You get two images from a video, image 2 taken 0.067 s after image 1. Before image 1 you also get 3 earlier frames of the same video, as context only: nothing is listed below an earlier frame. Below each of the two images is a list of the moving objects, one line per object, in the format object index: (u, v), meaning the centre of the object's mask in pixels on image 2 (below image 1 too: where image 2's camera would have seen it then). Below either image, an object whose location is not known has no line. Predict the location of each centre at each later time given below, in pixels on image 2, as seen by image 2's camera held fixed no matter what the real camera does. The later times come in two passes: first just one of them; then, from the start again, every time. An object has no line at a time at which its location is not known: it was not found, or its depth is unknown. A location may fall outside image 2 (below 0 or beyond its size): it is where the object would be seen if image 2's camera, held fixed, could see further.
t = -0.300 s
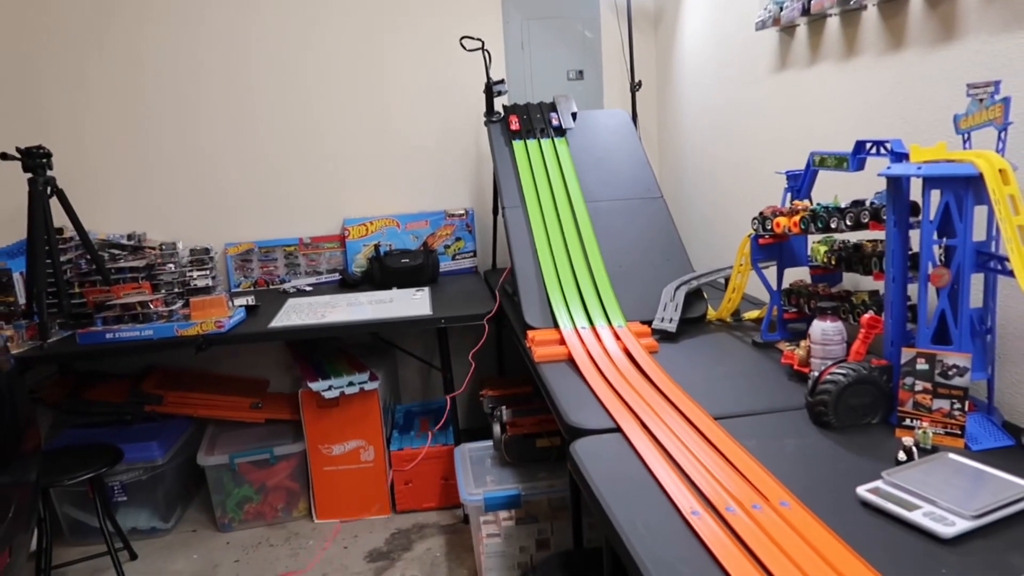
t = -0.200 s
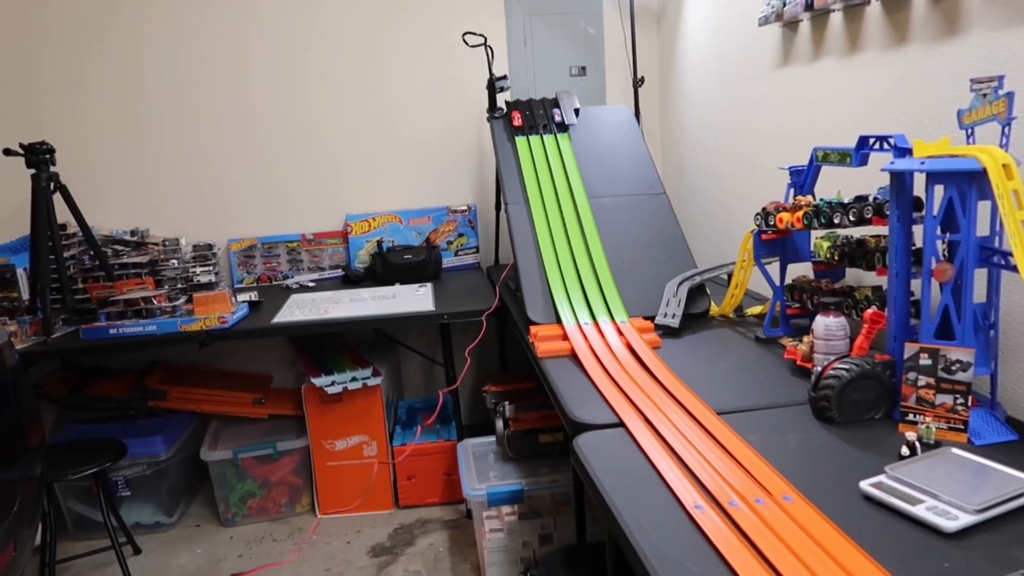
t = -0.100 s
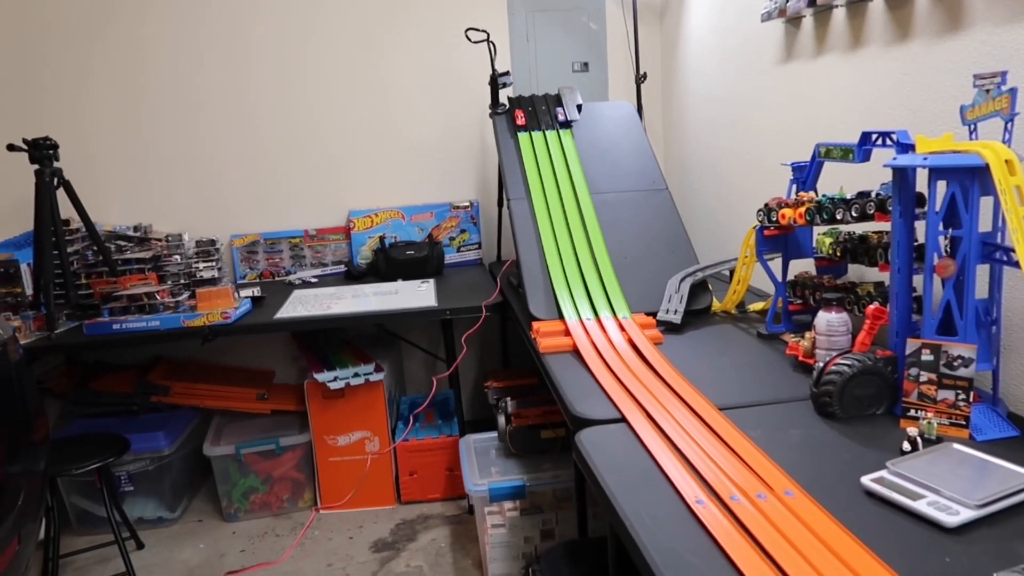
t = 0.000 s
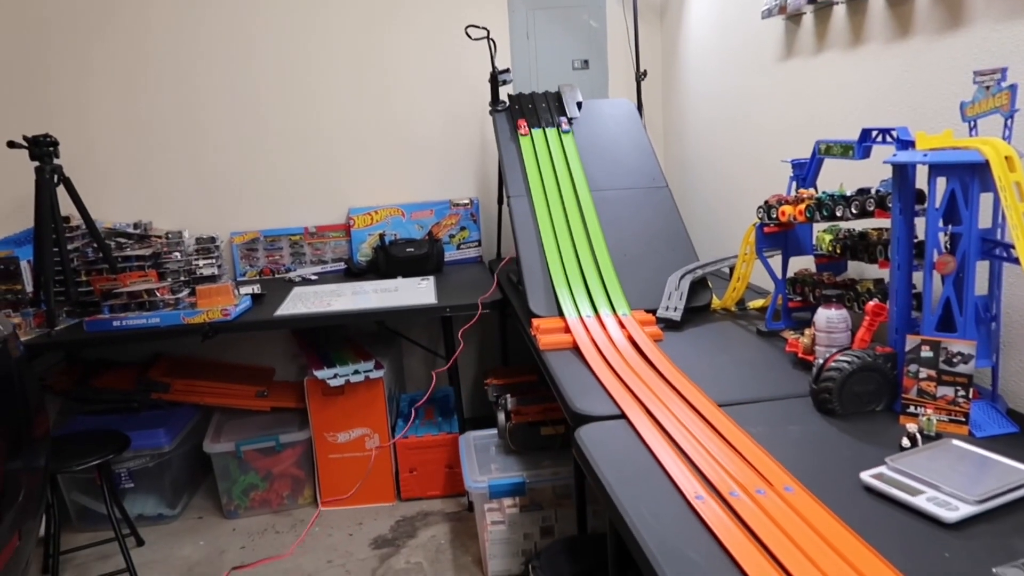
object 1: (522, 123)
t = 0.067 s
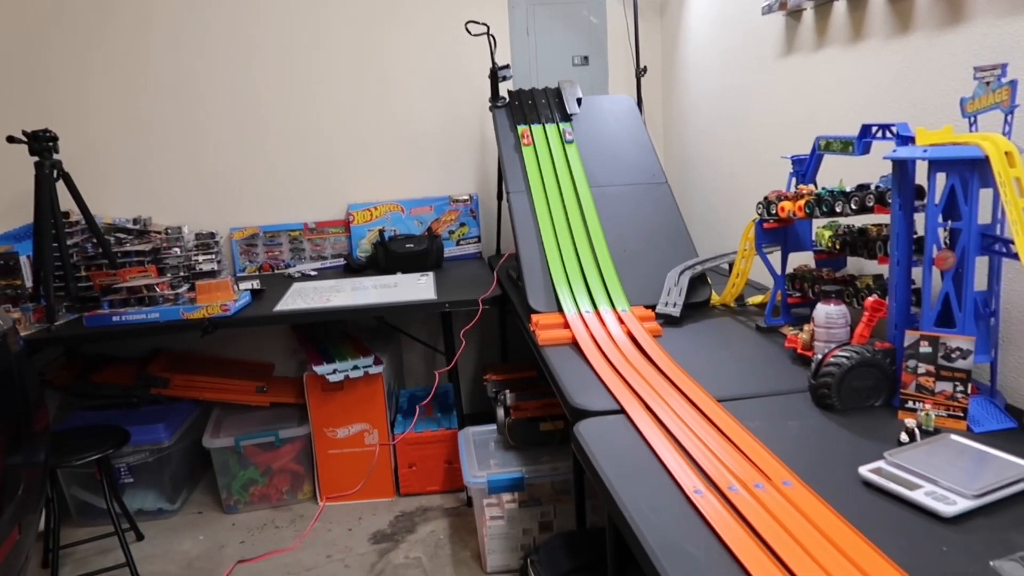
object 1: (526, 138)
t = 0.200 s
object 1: (535, 180)
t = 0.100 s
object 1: (528, 146)
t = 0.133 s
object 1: (530, 156)
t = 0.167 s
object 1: (532, 168)
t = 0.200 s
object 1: (535, 180)
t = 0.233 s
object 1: (537, 195)
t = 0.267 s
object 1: (541, 211)
